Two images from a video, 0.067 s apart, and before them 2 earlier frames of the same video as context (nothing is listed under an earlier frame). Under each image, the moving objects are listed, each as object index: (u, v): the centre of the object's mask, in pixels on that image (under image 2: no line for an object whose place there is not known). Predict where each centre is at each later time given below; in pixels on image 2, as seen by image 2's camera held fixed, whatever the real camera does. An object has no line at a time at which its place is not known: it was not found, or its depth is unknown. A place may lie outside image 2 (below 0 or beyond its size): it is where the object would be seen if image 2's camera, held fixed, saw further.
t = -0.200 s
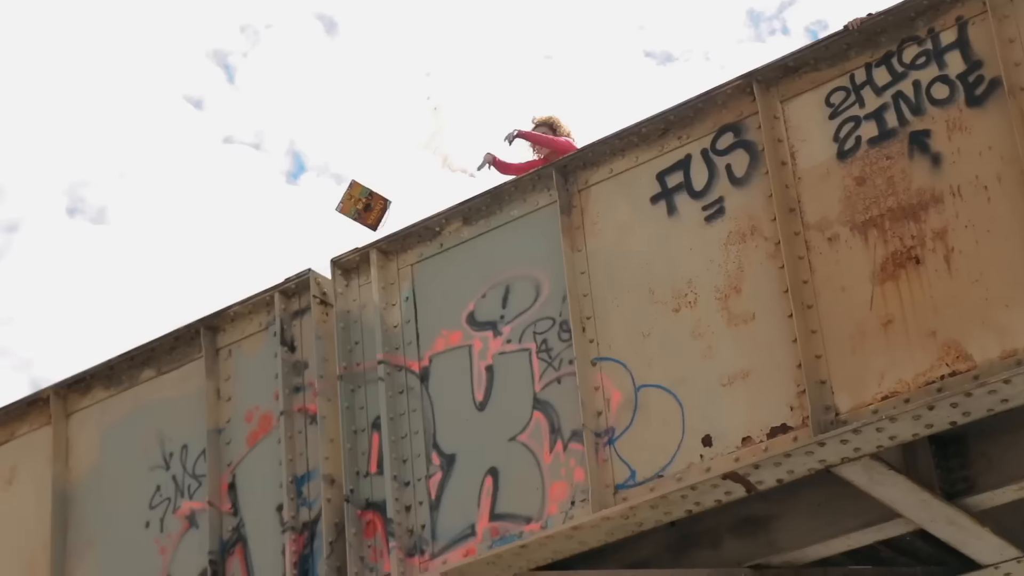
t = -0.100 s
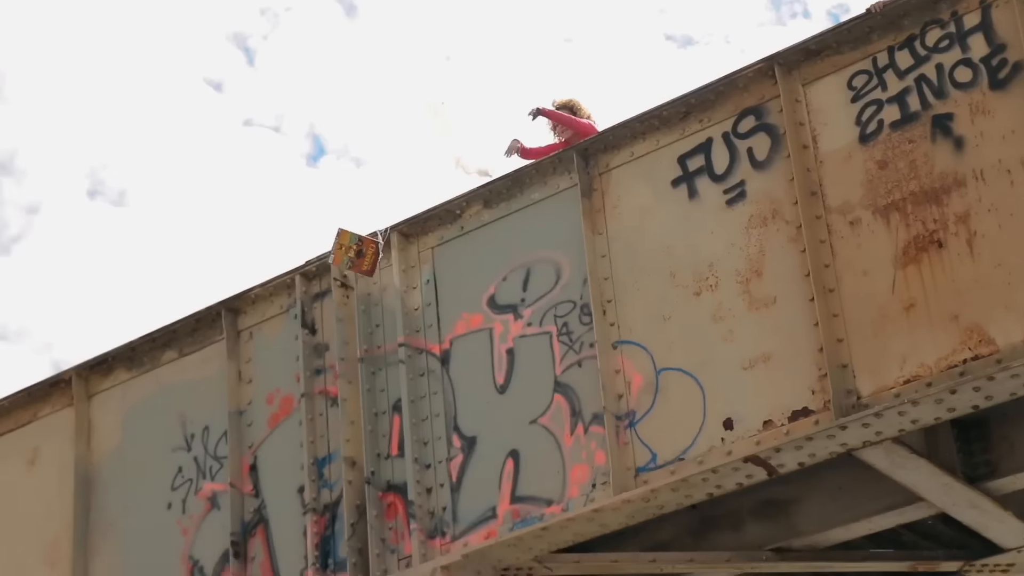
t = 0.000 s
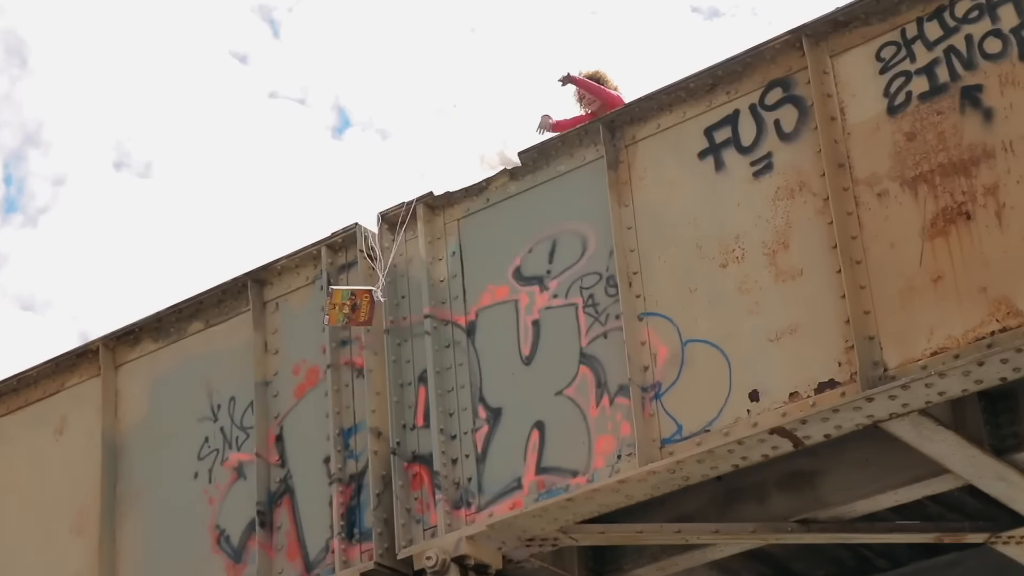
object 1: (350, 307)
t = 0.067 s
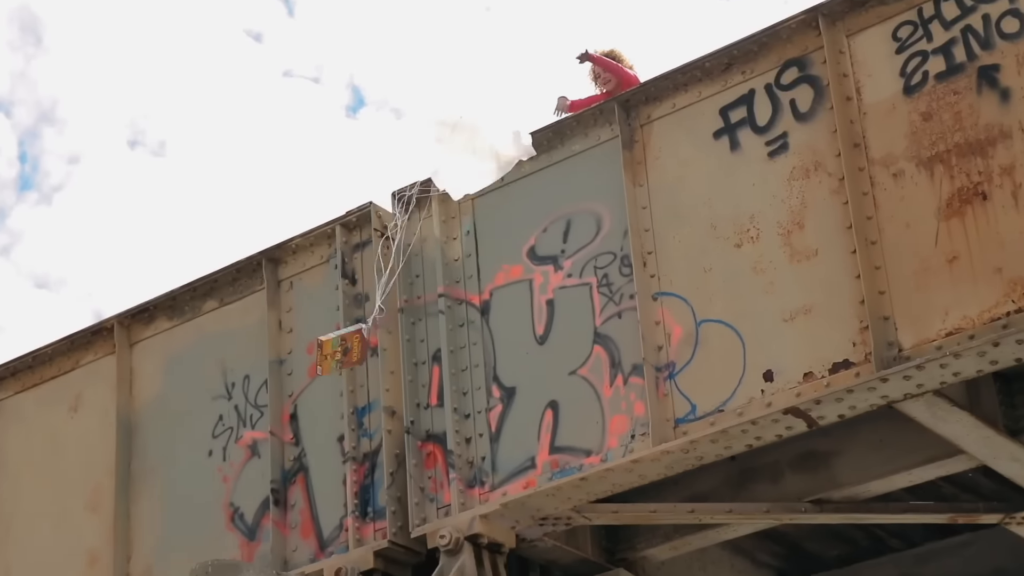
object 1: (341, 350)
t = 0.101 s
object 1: (329, 386)
